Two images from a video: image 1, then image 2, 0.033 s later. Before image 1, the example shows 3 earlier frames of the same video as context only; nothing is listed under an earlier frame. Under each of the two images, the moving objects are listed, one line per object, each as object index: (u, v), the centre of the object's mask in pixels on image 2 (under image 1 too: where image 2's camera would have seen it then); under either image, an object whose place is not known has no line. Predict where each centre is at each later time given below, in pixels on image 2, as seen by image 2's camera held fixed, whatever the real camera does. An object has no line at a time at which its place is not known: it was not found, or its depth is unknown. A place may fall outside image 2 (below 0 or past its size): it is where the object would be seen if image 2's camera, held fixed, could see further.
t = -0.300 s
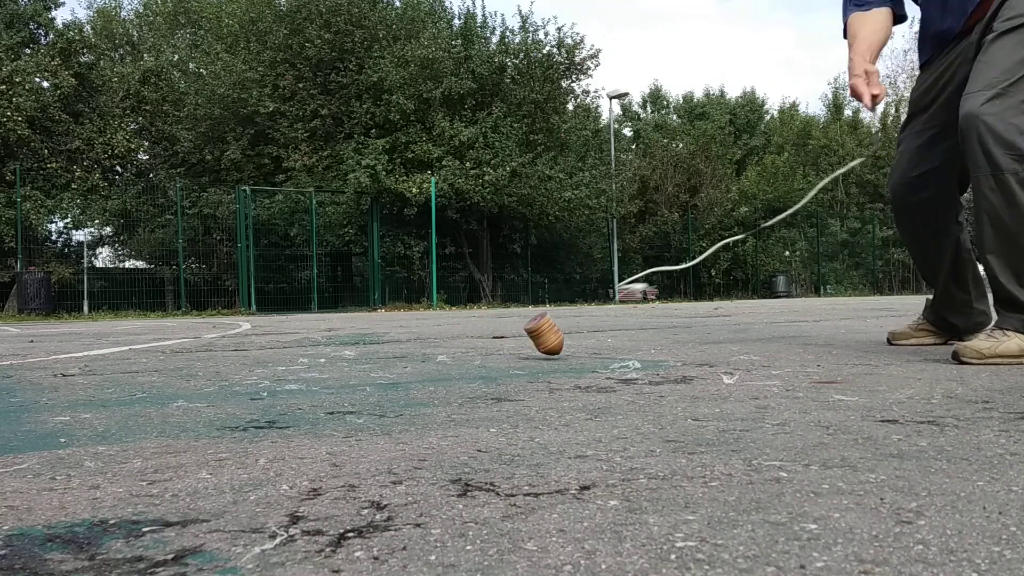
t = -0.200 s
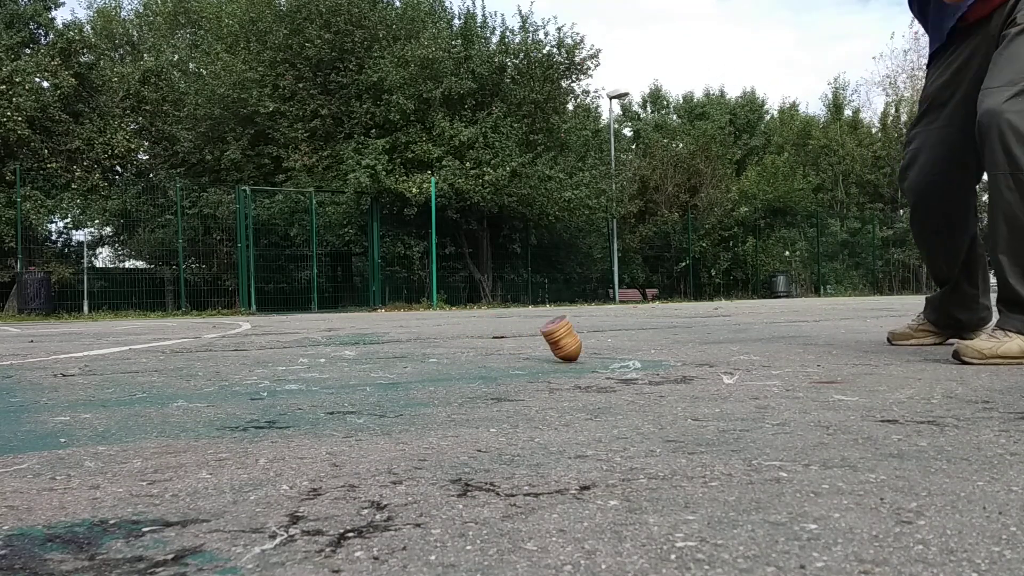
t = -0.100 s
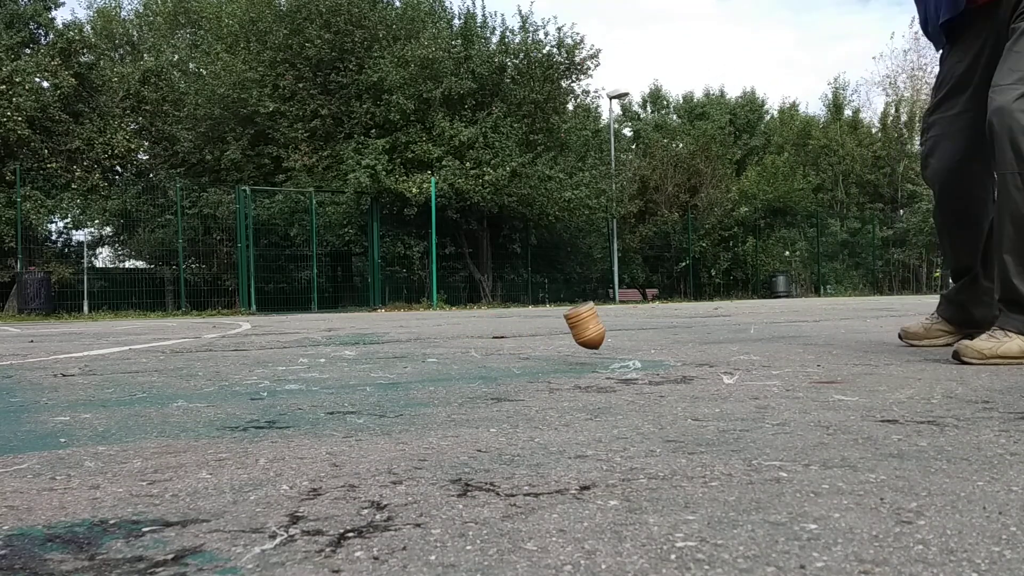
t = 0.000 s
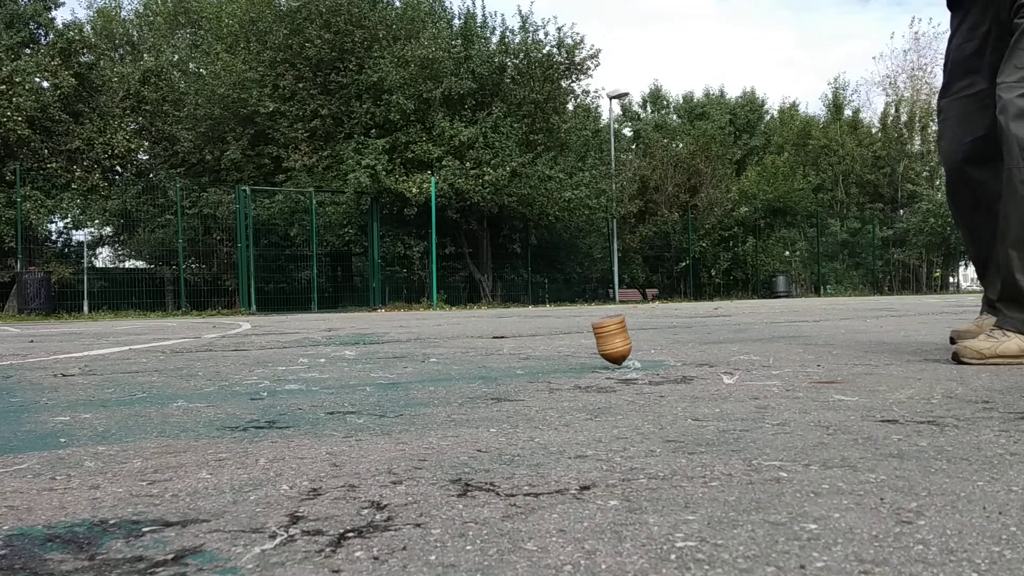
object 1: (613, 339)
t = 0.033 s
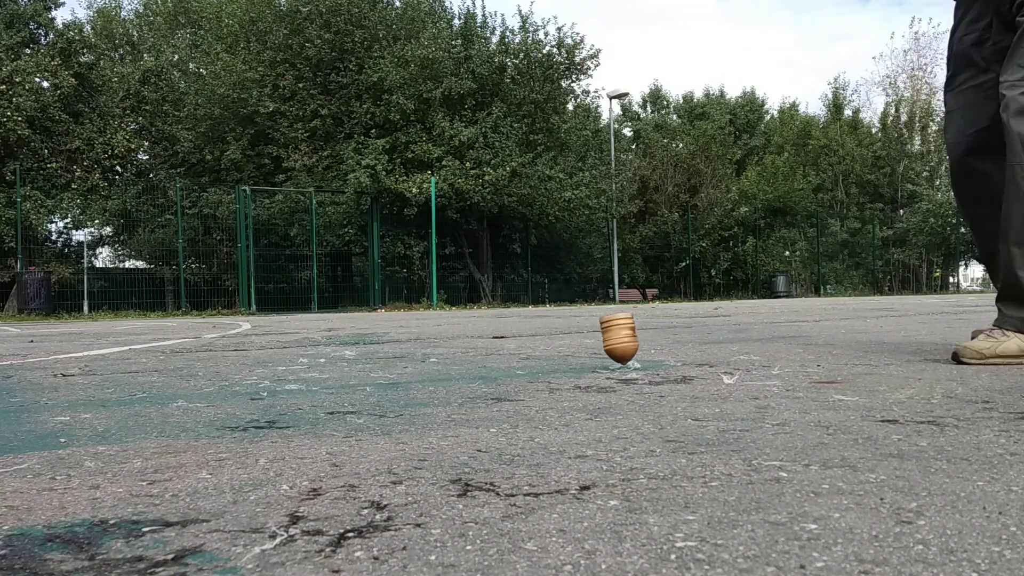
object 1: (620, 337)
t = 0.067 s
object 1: (626, 341)
